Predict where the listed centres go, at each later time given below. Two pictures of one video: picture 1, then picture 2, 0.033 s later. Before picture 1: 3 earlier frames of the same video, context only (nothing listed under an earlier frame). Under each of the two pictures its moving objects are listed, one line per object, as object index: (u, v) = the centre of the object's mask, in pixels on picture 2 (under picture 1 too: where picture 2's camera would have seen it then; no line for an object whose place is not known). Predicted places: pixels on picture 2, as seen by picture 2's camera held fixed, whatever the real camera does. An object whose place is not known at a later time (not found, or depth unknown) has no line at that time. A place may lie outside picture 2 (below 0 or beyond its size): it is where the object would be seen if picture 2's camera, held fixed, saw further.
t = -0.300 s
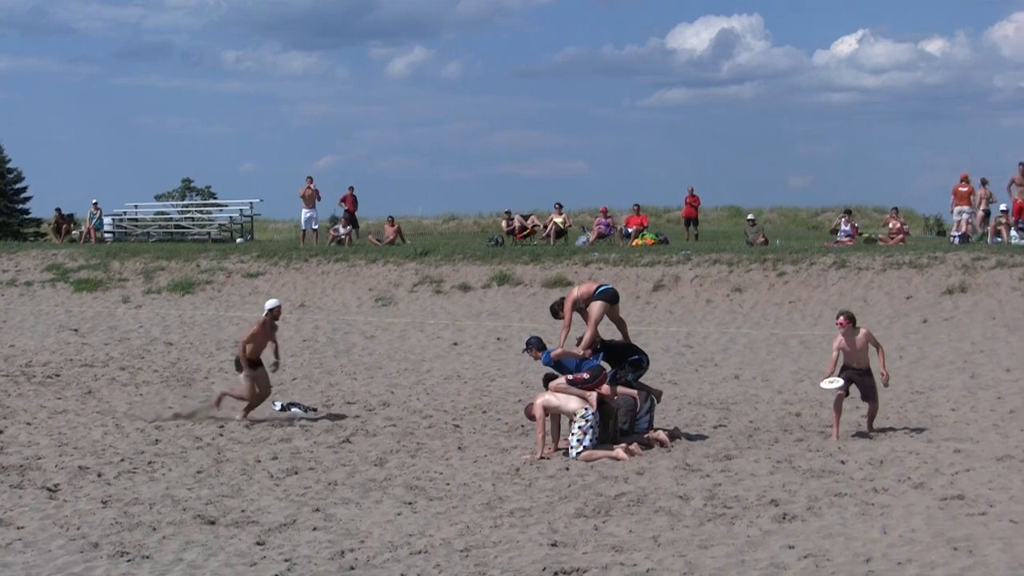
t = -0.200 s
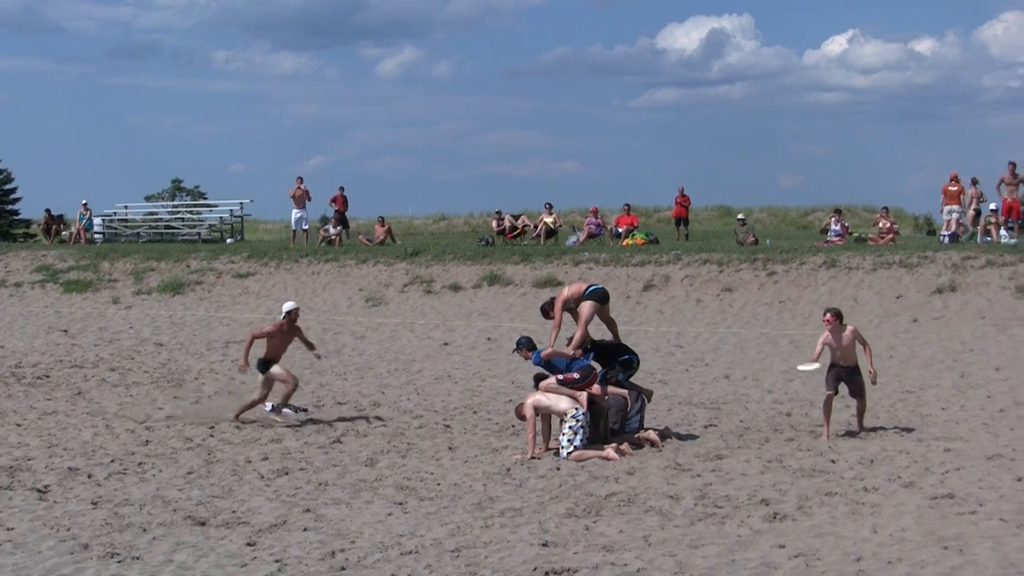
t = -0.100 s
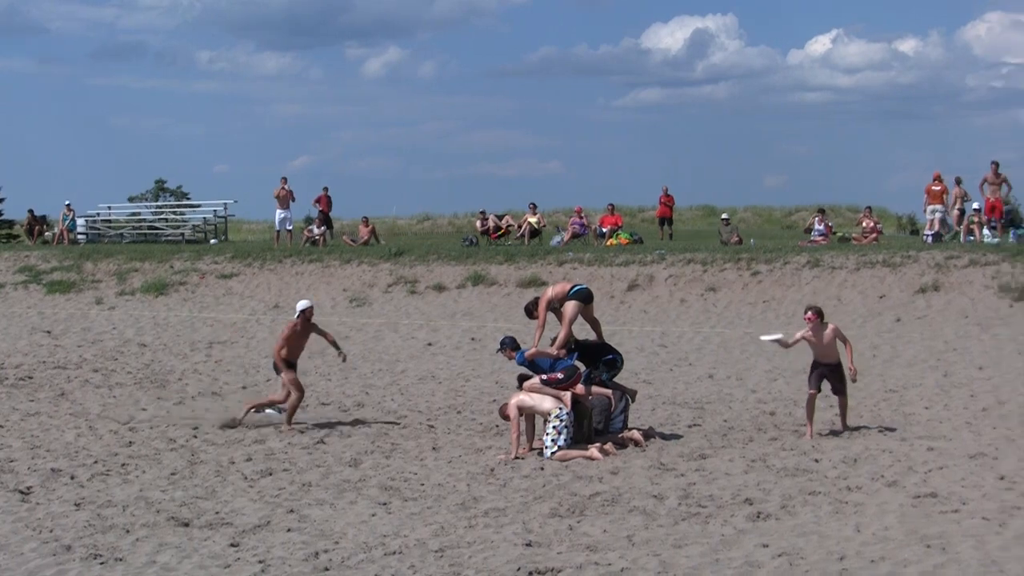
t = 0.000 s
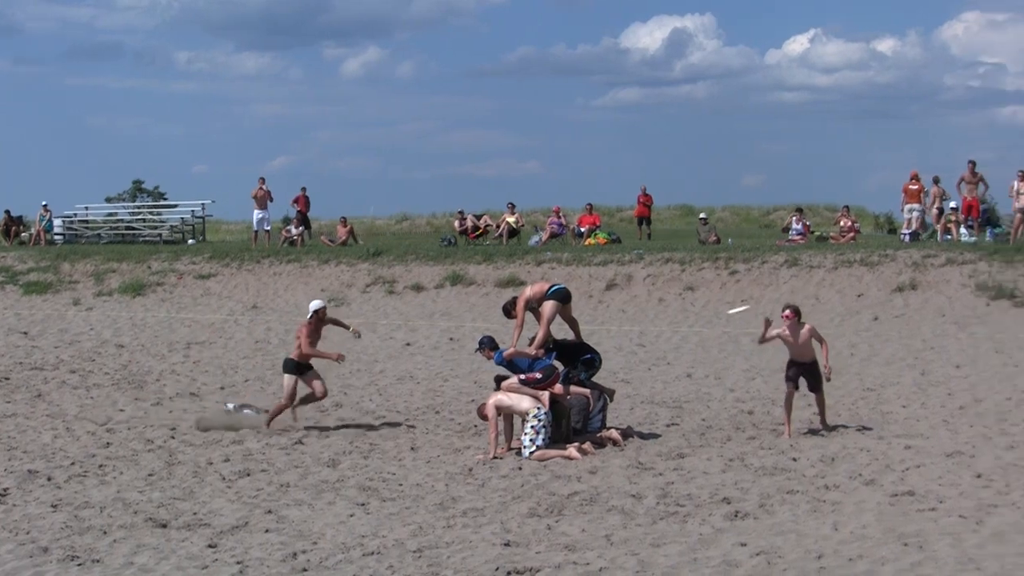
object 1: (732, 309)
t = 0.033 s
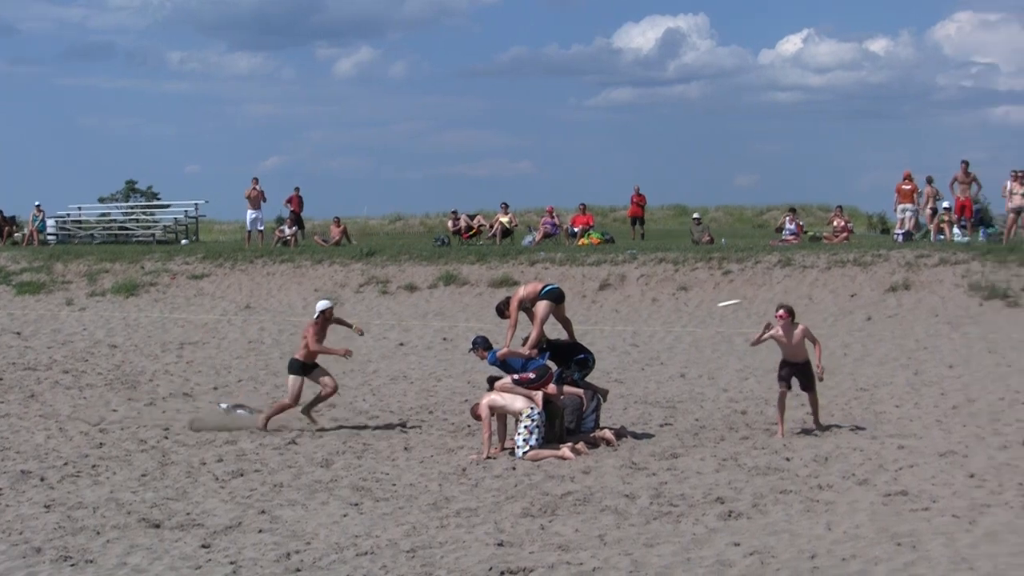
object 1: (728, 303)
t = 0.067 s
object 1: (725, 298)
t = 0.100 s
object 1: (720, 294)
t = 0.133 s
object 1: (718, 290)
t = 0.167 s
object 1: (714, 288)
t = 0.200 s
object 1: (710, 287)
